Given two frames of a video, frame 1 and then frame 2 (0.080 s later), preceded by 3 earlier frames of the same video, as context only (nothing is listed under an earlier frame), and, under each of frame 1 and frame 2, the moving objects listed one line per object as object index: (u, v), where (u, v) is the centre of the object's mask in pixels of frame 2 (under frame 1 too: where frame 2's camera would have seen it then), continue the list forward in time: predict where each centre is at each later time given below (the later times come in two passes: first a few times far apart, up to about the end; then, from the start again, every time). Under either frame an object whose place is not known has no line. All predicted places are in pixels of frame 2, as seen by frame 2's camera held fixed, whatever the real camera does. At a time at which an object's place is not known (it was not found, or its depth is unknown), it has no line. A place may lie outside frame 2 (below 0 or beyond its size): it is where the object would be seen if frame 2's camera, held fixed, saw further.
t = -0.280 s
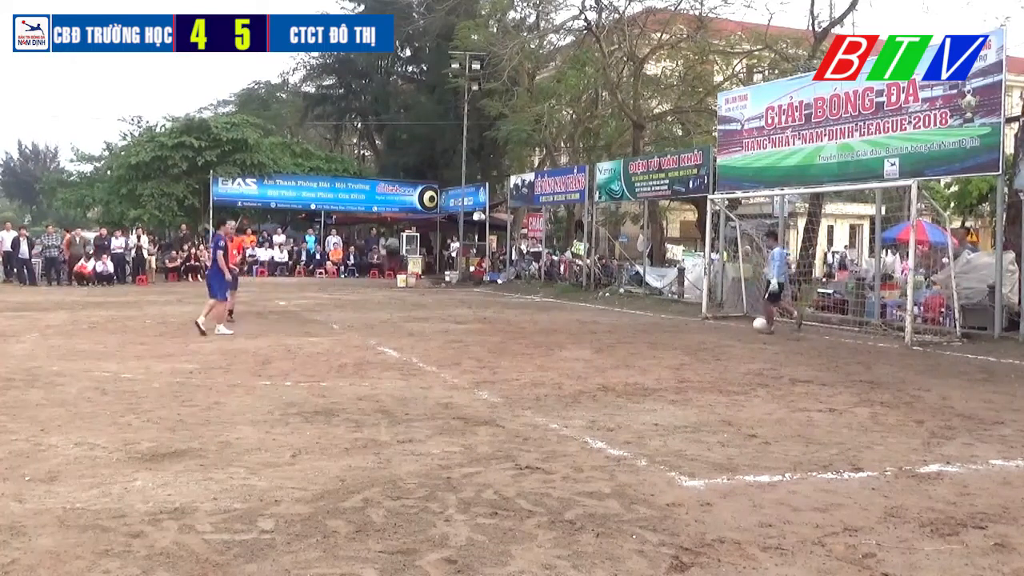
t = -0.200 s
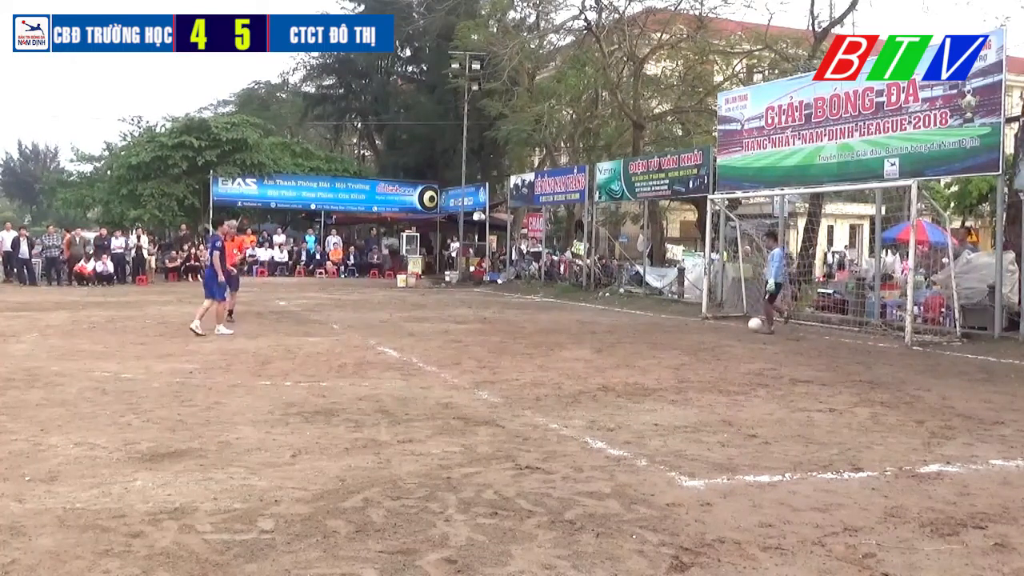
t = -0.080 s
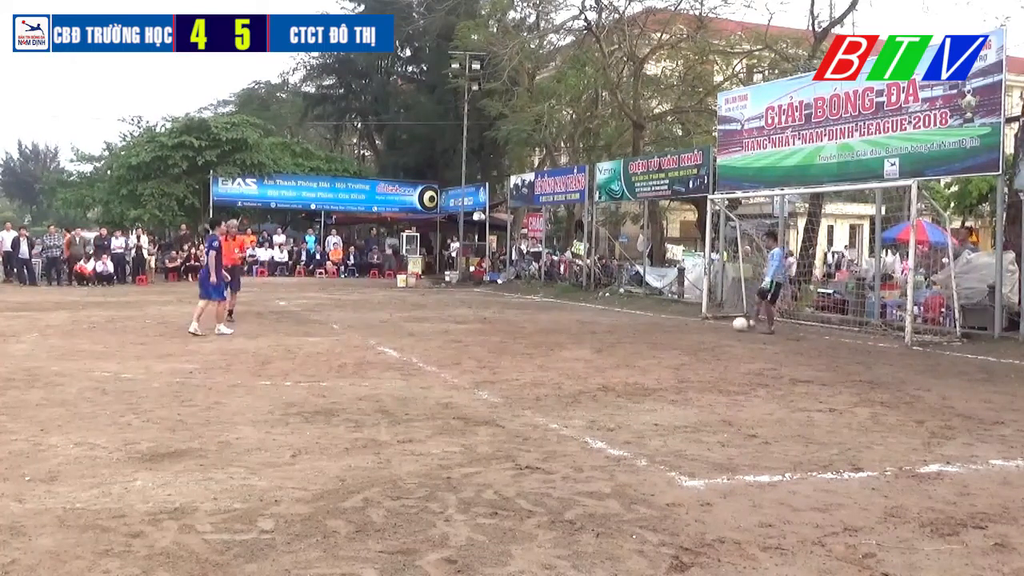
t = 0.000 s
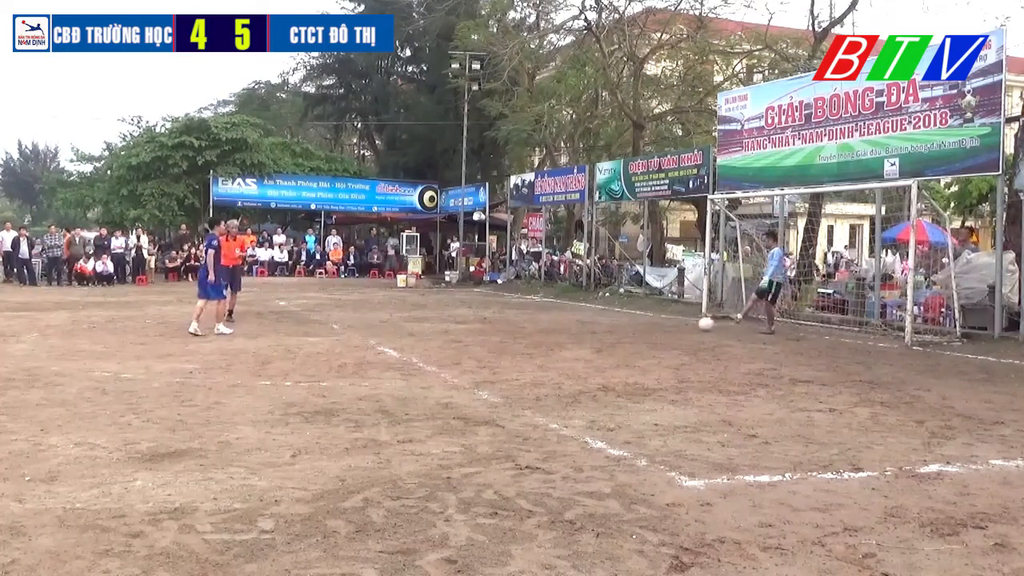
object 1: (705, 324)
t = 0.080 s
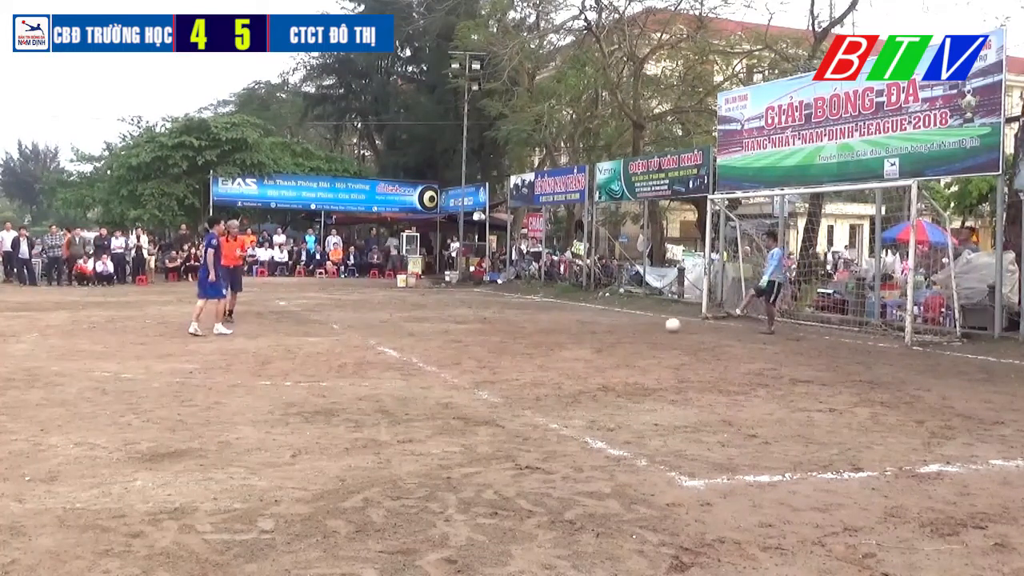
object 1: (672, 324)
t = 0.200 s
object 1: (626, 323)
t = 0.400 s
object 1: (561, 323)
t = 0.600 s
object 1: (502, 323)
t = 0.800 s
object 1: (449, 326)
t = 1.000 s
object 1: (393, 326)
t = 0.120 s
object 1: (656, 325)
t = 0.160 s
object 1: (640, 325)
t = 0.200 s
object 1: (626, 323)
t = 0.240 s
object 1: (612, 324)
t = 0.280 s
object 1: (597, 325)
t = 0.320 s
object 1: (585, 324)
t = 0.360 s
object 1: (573, 323)
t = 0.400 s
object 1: (561, 323)
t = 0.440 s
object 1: (548, 325)
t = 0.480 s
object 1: (537, 324)
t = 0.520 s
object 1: (526, 324)
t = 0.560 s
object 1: (515, 324)
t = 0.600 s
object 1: (502, 323)
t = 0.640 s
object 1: (493, 324)
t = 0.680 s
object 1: (482, 326)
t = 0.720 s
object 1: (471, 326)
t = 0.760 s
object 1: (459, 326)
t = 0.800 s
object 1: (449, 326)
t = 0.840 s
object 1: (437, 326)
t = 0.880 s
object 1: (427, 326)
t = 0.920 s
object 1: (415, 326)
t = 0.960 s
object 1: (404, 327)
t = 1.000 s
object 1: (393, 326)
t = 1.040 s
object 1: (382, 326)
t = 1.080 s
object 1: (370, 326)
